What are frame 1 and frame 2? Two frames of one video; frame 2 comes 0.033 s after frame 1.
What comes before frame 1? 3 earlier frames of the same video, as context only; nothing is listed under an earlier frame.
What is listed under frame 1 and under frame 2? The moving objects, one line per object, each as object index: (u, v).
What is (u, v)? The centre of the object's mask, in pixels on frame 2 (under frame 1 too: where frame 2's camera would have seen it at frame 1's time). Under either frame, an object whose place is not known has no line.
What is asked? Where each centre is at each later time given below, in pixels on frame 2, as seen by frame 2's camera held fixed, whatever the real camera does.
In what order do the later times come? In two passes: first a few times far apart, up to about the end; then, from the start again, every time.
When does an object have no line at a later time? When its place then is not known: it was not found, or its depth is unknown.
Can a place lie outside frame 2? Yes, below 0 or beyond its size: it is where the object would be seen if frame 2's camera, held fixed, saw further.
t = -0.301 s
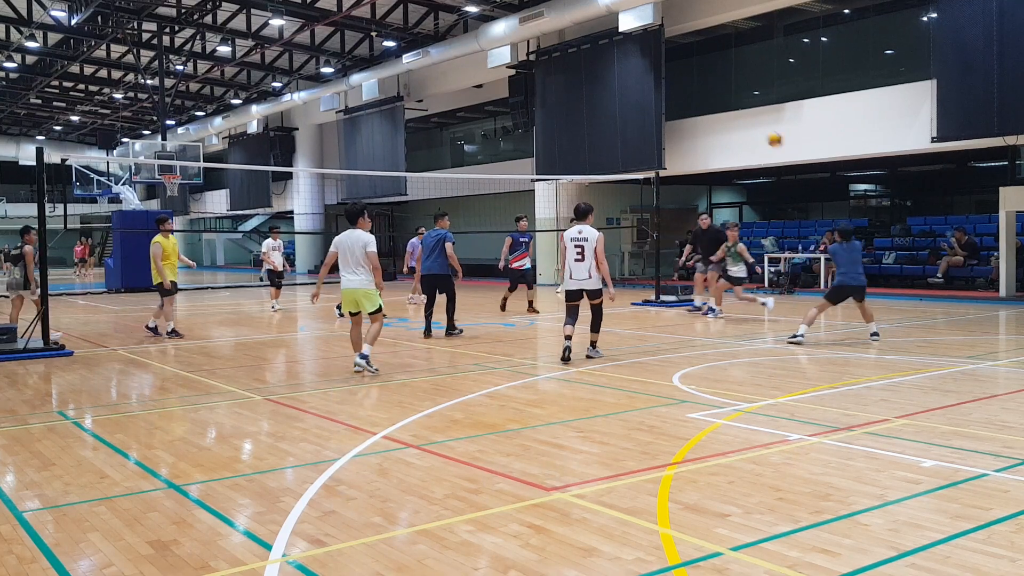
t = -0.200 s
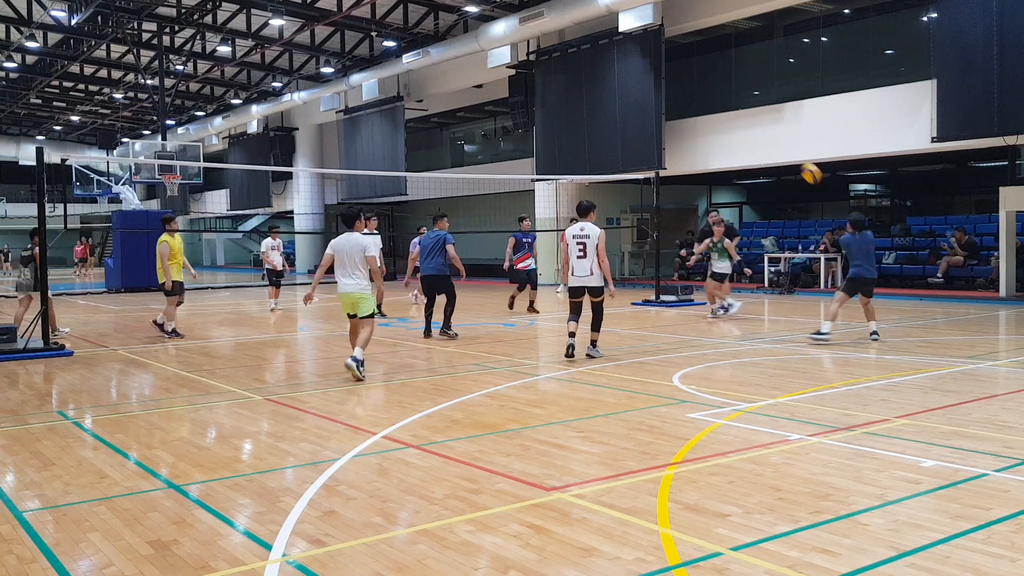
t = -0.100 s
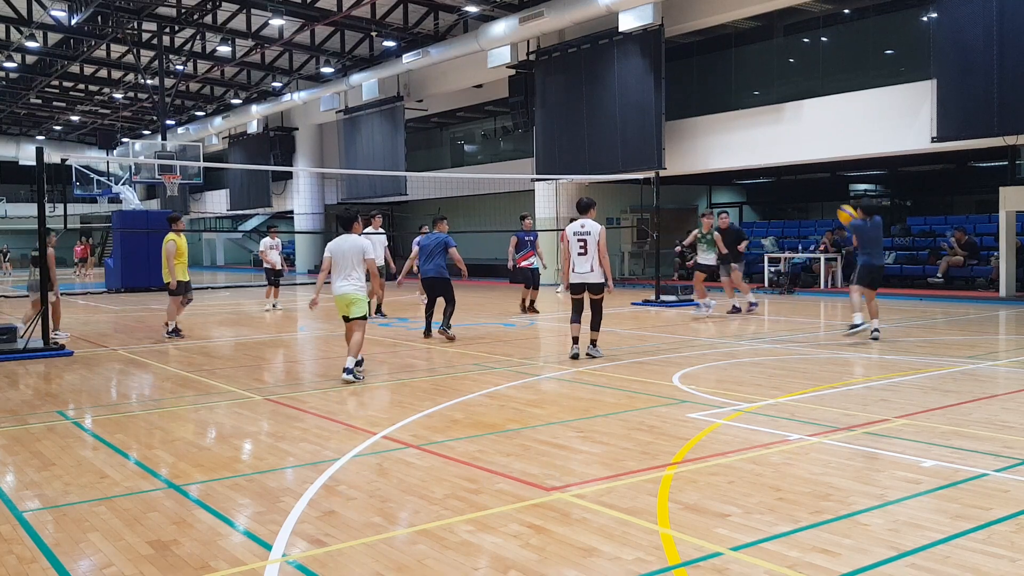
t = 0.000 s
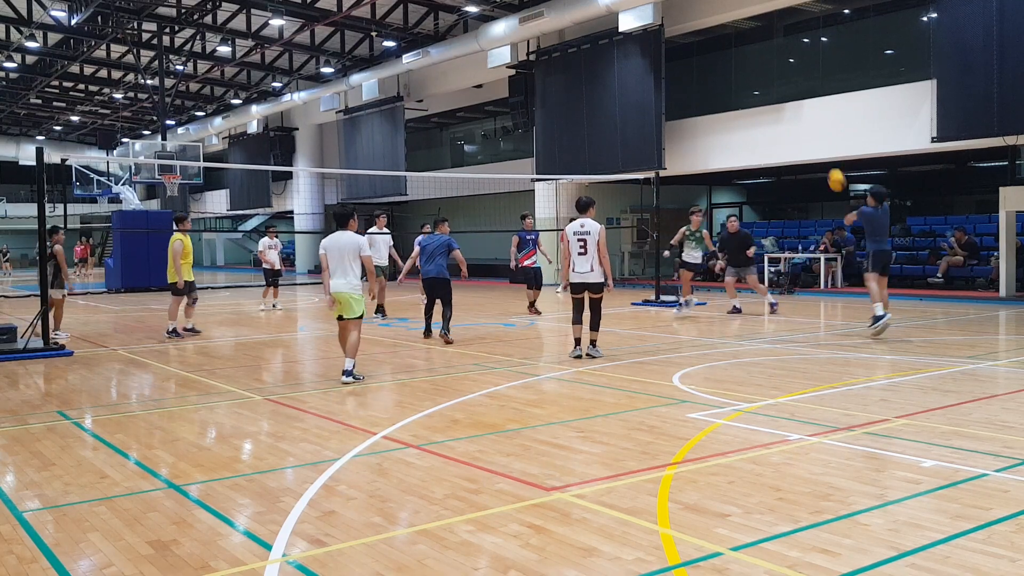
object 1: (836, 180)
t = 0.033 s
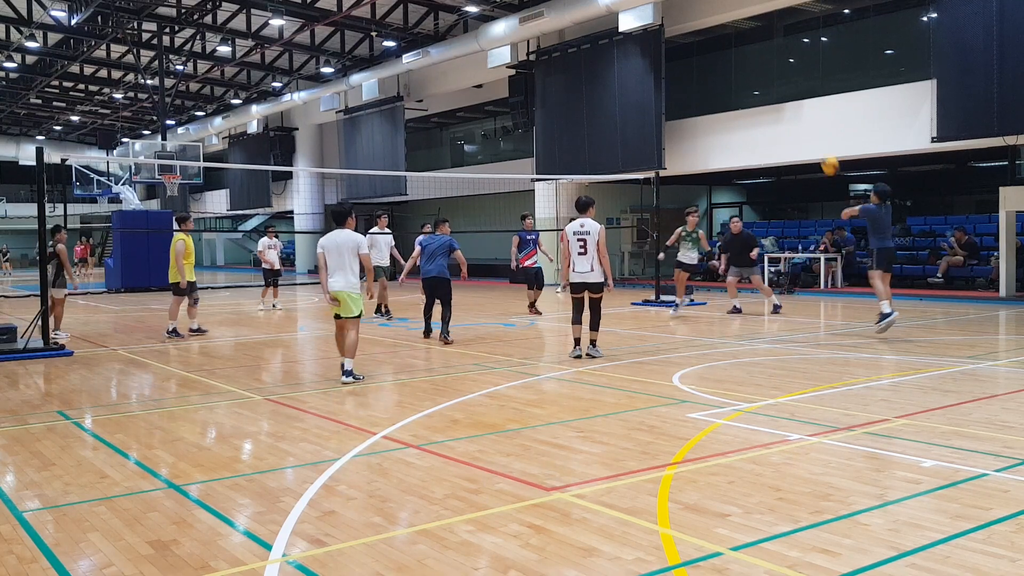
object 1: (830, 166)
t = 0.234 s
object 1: (792, 89)
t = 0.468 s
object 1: (751, 44)
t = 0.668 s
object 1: (720, 39)
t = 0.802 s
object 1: (700, 51)
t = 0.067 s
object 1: (823, 149)
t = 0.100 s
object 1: (817, 135)
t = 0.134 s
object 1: (810, 123)
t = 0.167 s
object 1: (804, 110)
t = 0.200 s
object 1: (797, 98)
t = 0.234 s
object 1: (792, 89)
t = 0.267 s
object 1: (785, 80)
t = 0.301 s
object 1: (779, 72)
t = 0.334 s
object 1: (774, 64)
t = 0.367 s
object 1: (768, 58)
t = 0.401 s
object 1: (762, 53)
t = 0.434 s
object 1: (757, 48)
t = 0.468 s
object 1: (751, 44)
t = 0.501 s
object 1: (746, 41)
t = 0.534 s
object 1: (740, 39)
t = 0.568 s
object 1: (735, 38)
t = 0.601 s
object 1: (730, 38)
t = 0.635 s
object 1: (725, 38)
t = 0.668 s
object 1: (720, 39)
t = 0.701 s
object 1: (715, 41)
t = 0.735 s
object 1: (710, 44)
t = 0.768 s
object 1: (705, 47)
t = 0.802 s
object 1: (700, 51)
